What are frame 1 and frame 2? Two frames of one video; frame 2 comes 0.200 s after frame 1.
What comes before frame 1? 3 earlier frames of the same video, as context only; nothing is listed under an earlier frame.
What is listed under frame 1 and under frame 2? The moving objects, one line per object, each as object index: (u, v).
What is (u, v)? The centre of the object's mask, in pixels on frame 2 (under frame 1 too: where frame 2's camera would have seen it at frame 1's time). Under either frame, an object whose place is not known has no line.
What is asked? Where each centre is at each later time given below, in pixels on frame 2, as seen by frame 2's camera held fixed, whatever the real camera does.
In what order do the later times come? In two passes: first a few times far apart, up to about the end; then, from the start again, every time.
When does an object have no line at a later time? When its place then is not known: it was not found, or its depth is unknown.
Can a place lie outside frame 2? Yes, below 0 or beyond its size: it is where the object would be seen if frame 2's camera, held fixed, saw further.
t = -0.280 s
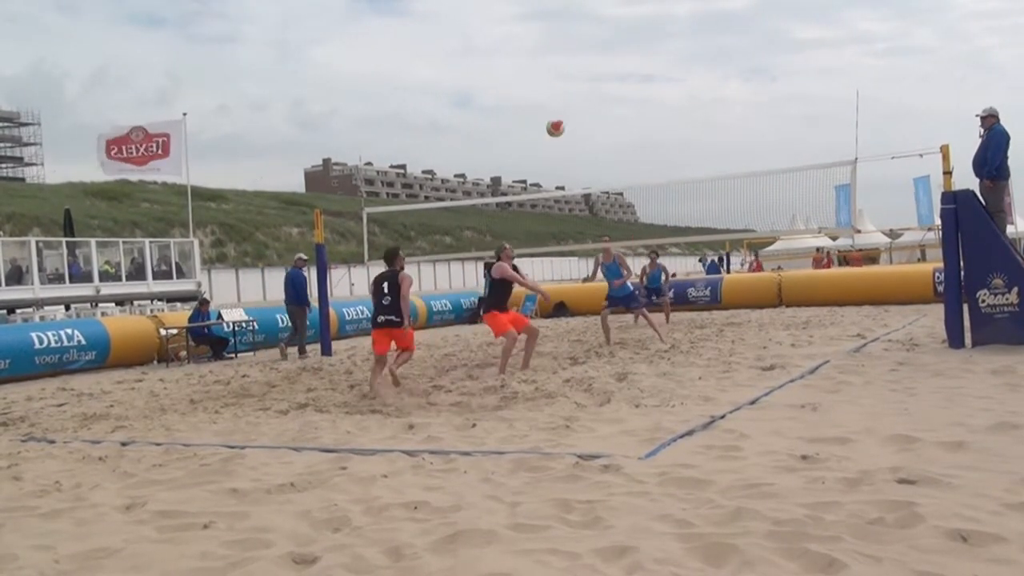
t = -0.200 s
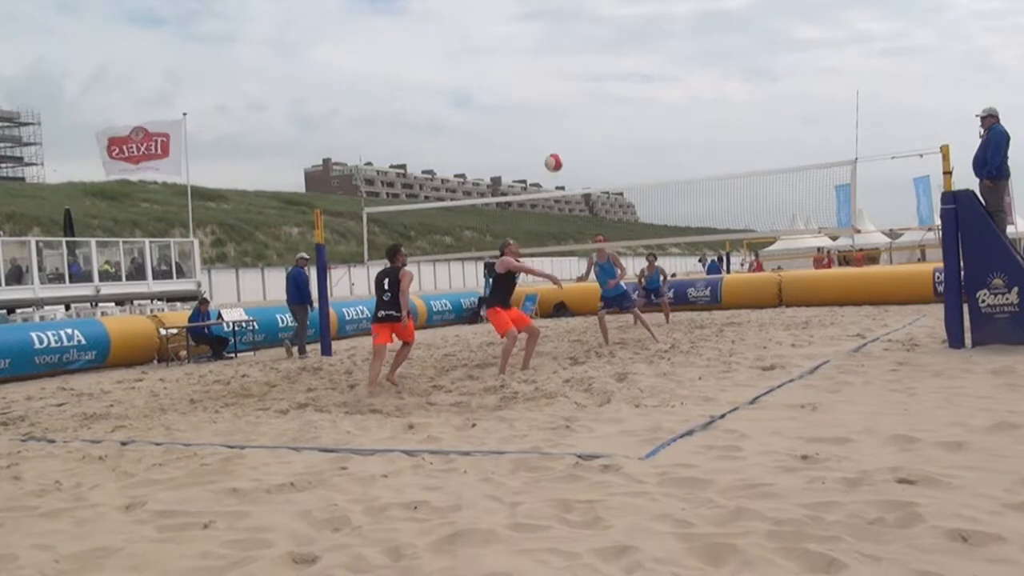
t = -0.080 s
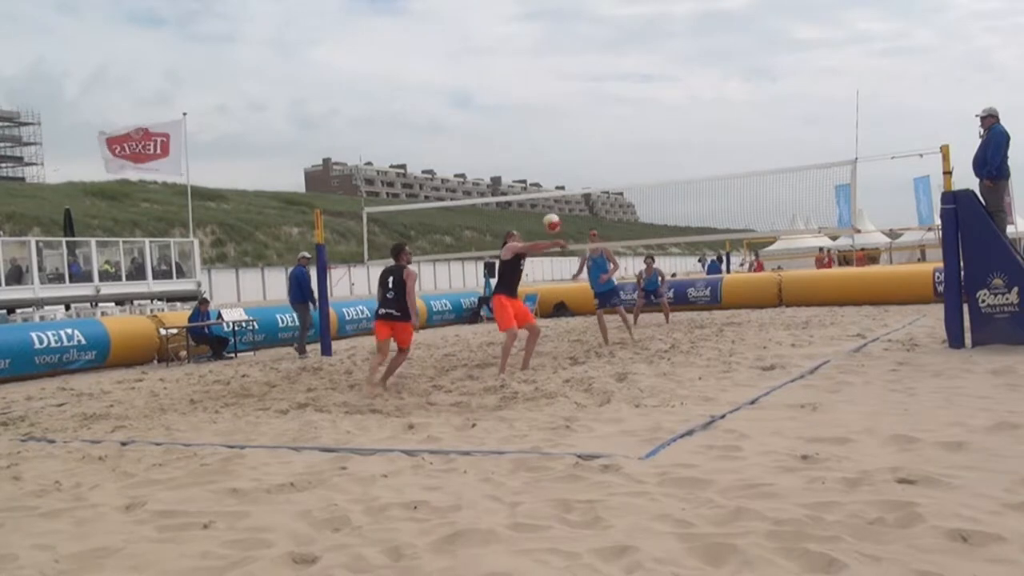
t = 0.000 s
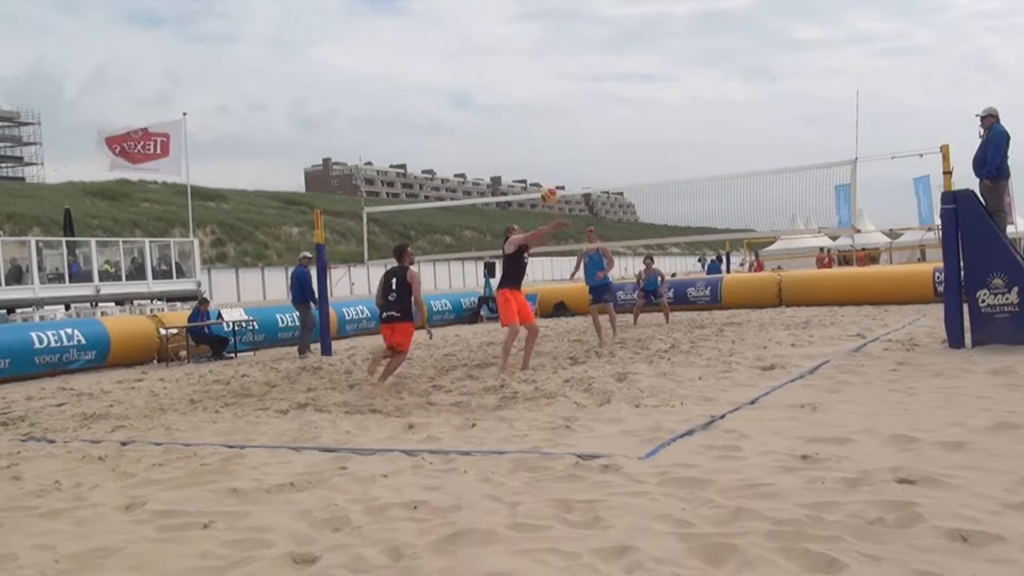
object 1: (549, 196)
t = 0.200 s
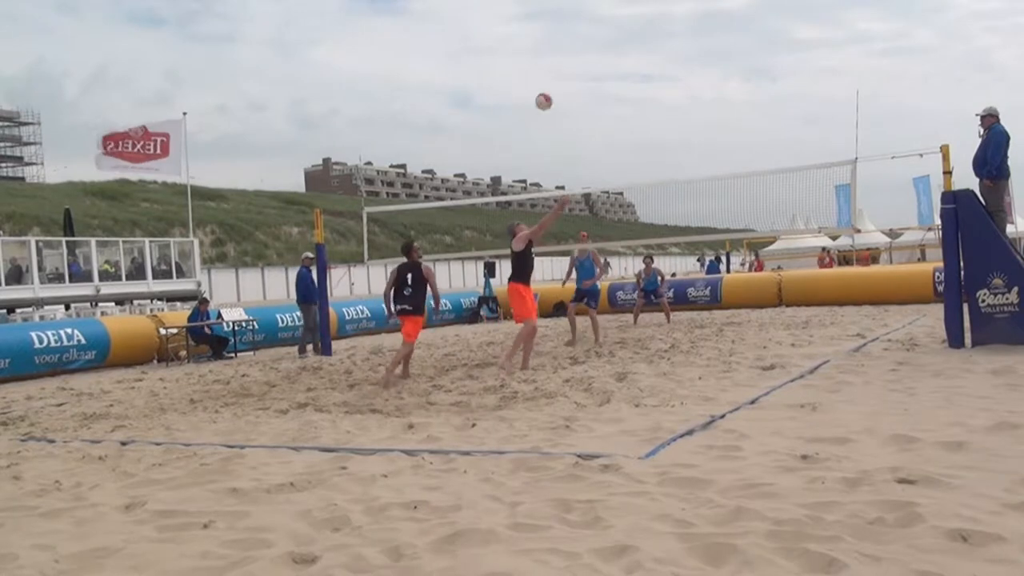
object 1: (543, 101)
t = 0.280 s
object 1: (542, 75)
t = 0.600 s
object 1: (532, 26)
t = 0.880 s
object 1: (522, 46)
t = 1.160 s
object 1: (510, 117)
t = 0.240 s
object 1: (543, 87)
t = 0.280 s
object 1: (542, 75)
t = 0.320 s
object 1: (541, 64)
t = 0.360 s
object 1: (540, 54)
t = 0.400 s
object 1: (538, 46)
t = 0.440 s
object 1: (537, 39)
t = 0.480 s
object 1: (536, 34)
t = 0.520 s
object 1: (535, 30)
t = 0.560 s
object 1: (533, 28)
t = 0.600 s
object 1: (532, 26)
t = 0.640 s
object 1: (531, 26)
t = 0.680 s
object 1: (530, 27)
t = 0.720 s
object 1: (529, 28)
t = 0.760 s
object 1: (527, 31)
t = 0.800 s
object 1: (526, 35)
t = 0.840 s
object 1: (524, 40)
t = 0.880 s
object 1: (522, 46)
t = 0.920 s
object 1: (521, 53)
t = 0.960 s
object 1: (519, 62)
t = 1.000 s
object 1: (517, 71)
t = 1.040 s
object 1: (515, 81)
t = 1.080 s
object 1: (514, 92)
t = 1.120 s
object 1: (512, 104)
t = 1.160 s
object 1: (510, 117)
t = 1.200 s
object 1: (509, 130)
